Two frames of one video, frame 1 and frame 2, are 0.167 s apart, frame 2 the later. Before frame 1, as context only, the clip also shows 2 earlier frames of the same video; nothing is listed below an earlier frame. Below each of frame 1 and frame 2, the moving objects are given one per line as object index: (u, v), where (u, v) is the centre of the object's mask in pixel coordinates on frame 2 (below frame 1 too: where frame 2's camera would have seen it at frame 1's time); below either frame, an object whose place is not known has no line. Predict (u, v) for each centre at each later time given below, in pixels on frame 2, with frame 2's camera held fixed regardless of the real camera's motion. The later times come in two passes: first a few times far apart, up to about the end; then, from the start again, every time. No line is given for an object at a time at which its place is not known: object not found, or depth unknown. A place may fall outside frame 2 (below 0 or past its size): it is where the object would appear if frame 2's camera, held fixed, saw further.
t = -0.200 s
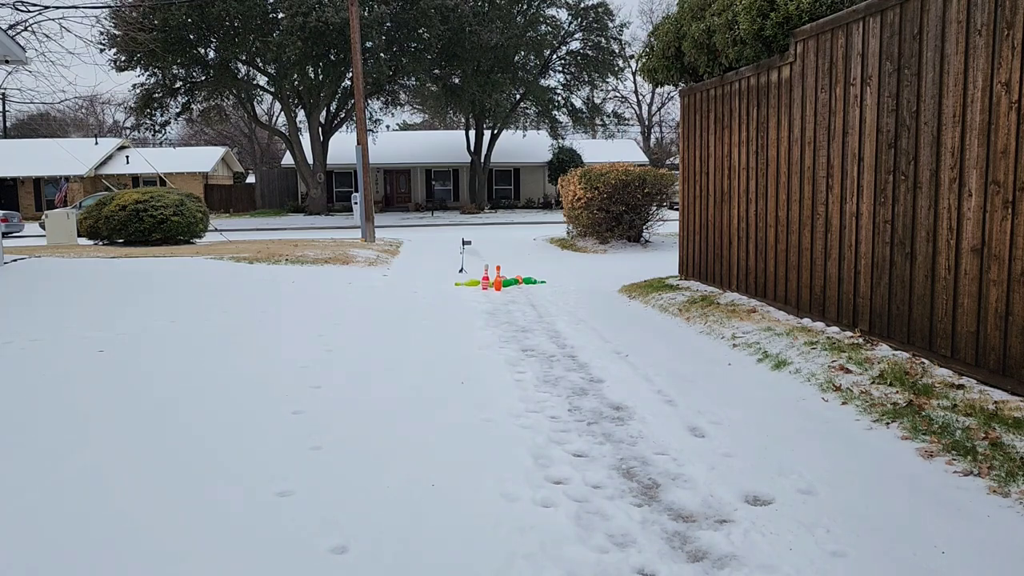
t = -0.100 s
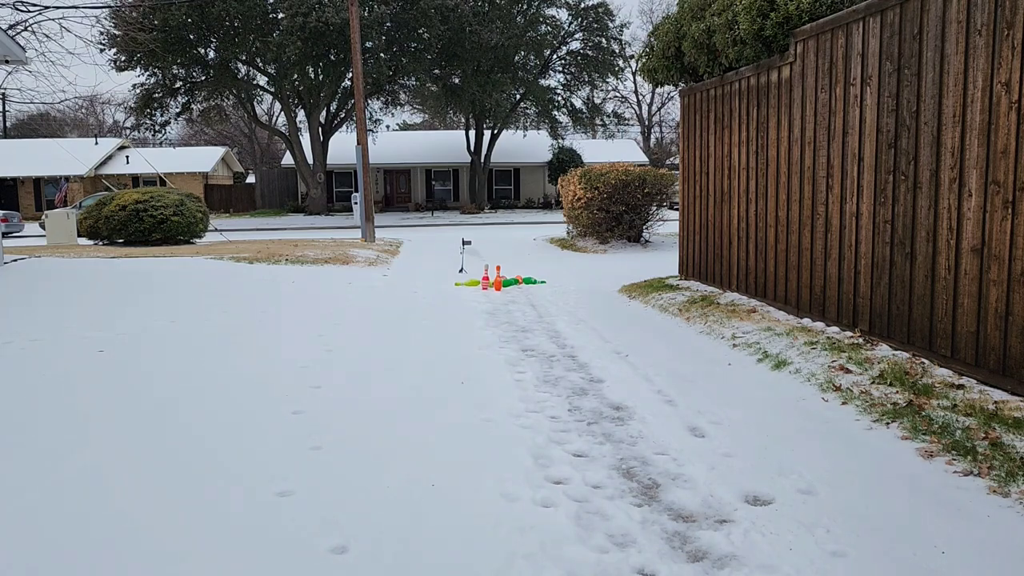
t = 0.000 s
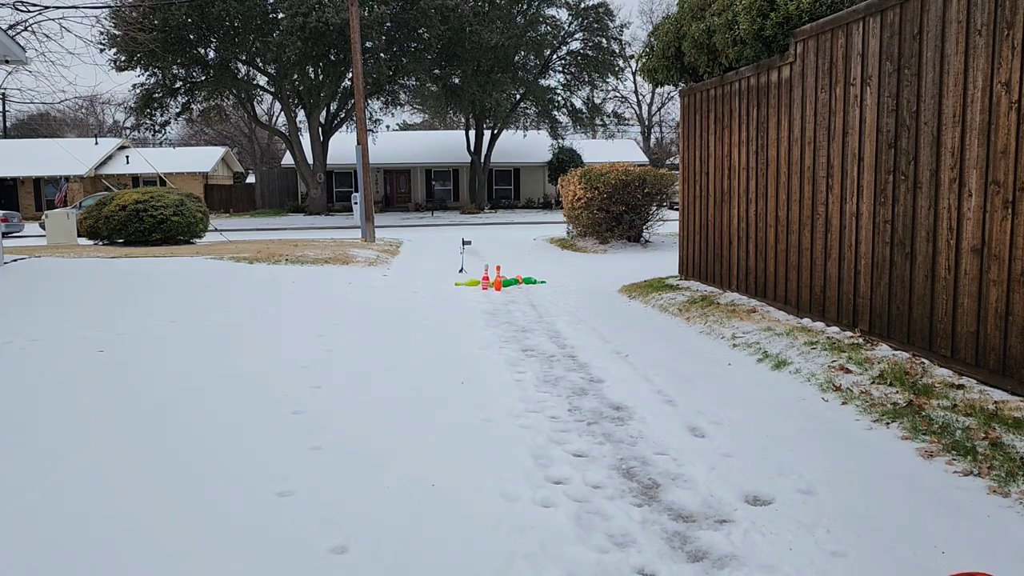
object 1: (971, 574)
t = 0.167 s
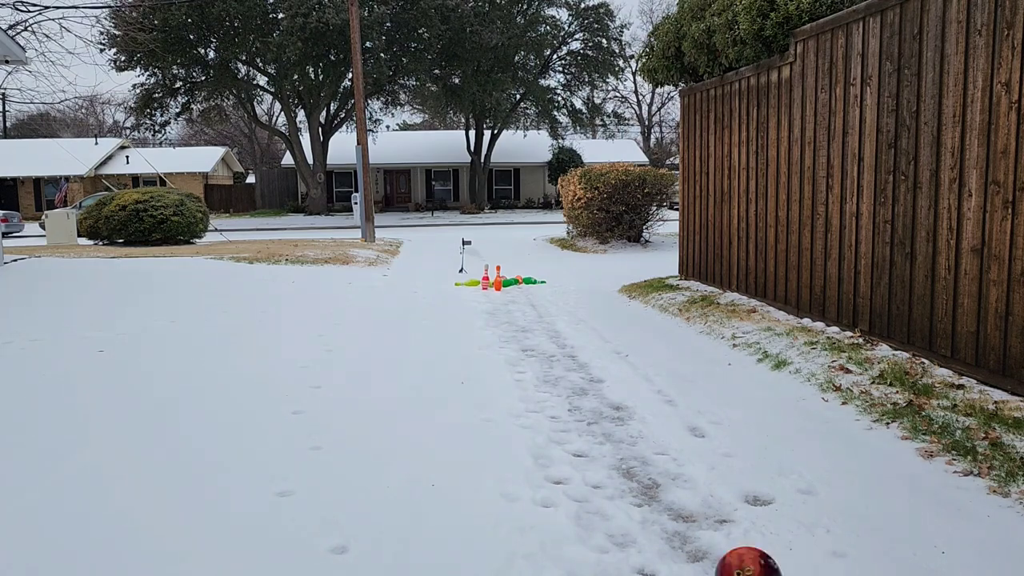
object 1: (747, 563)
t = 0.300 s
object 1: (663, 492)
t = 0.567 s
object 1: (582, 402)
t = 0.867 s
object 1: (545, 351)
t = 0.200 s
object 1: (722, 550)
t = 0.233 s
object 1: (700, 528)
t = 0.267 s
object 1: (680, 508)
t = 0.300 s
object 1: (663, 492)
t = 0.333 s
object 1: (647, 478)
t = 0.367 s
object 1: (634, 463)
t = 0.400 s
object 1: (622, 450)
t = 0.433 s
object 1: (612, 438)
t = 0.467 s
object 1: (603, 426)
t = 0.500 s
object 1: (596, 417)
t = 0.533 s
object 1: (589, 409)
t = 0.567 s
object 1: (582, 402)
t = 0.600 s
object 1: (577, 393)
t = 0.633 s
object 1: (571, 386)
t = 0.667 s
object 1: (566, 381)
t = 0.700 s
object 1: (562, 375)
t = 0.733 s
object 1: (558, 369)
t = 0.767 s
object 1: (554, 364)
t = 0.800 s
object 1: (551, 360)
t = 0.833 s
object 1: (548, 355)
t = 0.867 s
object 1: (545, 351)
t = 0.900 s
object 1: (542, 348)
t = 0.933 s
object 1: (540, 343)
